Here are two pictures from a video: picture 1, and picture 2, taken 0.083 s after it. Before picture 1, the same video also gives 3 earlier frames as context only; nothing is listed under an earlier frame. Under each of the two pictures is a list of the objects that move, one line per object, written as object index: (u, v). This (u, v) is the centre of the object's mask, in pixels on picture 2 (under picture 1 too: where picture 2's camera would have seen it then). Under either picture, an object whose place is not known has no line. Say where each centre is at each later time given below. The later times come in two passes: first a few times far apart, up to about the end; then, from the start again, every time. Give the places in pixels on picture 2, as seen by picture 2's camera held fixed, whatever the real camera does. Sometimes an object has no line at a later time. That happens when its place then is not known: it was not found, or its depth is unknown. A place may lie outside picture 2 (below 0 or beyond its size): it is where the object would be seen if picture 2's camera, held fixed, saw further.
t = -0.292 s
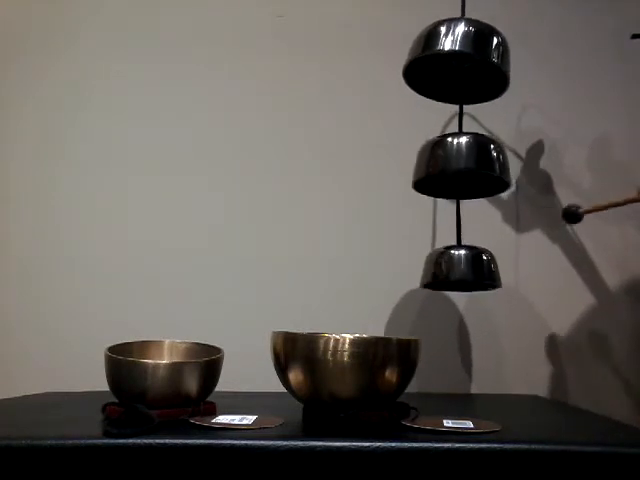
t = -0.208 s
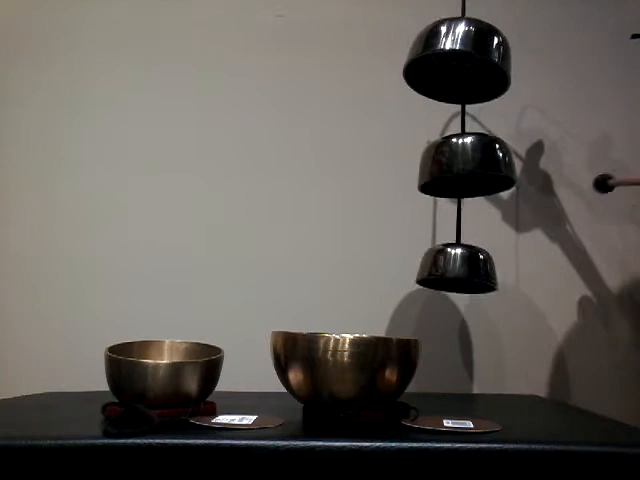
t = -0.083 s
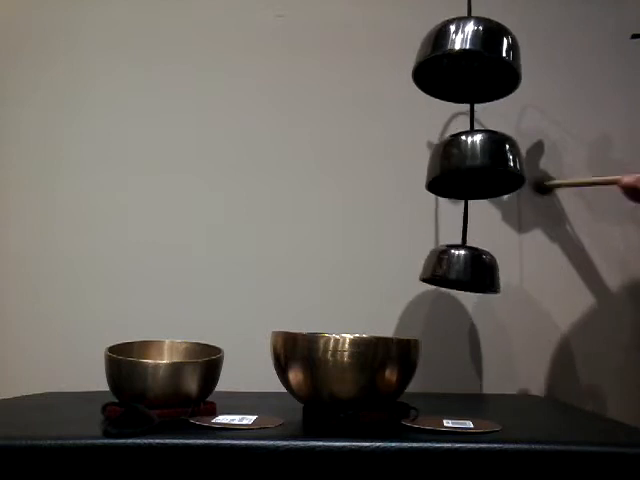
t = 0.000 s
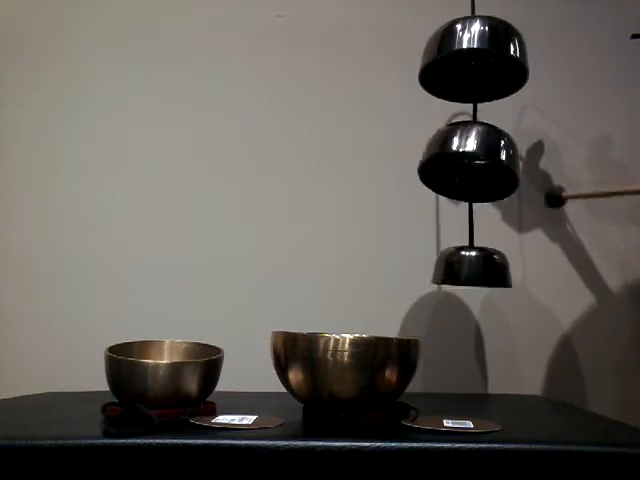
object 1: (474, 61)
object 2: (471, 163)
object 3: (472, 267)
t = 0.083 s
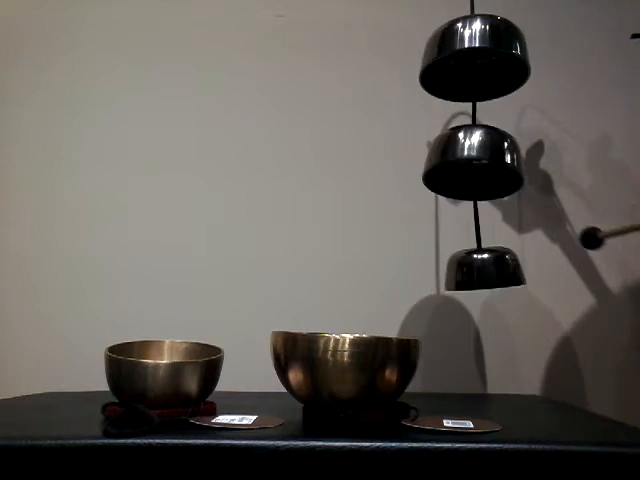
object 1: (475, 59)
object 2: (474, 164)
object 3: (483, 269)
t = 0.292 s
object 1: (470, 62)
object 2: (496, 167)
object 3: (494, 271)
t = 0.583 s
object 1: (479, 64)
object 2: (483, 169)
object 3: (486, 271)
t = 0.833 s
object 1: (463, 64)
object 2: (472, 168)
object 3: (470, 270)
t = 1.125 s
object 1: (468, 60)
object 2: (478, 166)
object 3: (468, 269)
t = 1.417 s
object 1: (477, 63)
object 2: (485, 166)
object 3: (499, 269)
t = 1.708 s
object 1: (474, 65)
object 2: (493, 169)
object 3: (484, 272)
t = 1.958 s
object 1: (465, 63)
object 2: (471, 169)
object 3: (471, 271)
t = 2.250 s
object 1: (470, 62)
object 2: (476, 164)
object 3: (470, 268)
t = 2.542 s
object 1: (473, 61)
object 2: (494, 166)
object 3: (497, 270)
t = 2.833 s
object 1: (475, 66)
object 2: (491, 170)
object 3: (485, 271)
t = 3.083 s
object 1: (465, 63)
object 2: (471, 168)
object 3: (471, 272)
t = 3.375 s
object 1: (467, 62)
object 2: (477, 166)
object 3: (470, 269)
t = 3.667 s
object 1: (475, 61)
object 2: (490, 166)
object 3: (496, 269)
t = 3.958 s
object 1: (476, 66)
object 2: (487, 170)
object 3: (486, 271)
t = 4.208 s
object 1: (465, 62)
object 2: (473, 168)
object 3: (469, 271)
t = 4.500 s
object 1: (469, 62)
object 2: (476, 166)
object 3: (469, 269)
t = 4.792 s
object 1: (477, 60)
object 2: (488, 166)
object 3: (494, 269)
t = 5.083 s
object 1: (476, 65)
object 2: (488, 170)
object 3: (485, 271)
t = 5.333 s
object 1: (468, 63)
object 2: (472, 169)
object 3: (468, 271)
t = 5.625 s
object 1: (470, 62)
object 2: (475, 167)
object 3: (468, 269)
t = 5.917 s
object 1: (478, 60)
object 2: (489, 166)
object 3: (493, 270)
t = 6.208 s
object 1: (478, 65)
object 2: (486, 170)
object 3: (485, 271)
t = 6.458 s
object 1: (469, 63)
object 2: (472, 169)
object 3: (467, 271)
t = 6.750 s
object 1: (470, 61)
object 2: (475, 167)
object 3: (468, 269)
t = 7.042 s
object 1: (479, 60)
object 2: (488, 167)
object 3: (492, 270)
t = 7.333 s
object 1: (477, 65)
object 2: (486, 170)
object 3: (486, 271)
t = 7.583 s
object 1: (469, 63)
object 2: (472, 169)
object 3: (467, 271)
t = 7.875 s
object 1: (470, 62)
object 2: (474, 167)
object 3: (468, 269)
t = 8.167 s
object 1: (478, 61)
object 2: (489, 166)
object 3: (492, 270)
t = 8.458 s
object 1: (477, 65)
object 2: (487, 170)
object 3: (486, 271)
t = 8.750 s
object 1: (468, 63)
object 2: (471, 169)
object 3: (466, 271)
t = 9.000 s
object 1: (469, 62)
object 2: (474, 167)
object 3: (468, 269)
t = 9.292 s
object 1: (477, 61)
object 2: (489, 166)
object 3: (492, 270)
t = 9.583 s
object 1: (477, 65)
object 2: (487, 170)
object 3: (486, 271)
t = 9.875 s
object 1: (467, 63)
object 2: (472, 169)
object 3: (466, 271)
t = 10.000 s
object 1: (466, 62)
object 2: (471, 167)
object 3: (464, 270)
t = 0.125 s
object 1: (473, 59)
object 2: (478, 164)
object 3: (488, 269)
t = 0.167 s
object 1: (470, 59)
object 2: (484, 165)
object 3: (491, 269)
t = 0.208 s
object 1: (468, 60)
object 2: (490, 165)
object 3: (493, 270)
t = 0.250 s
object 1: (468, 60)
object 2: (493, 166)
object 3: (494, 270)
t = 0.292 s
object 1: (470, 62)
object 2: (496, 167)
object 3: (494, 271)
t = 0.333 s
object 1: (474, 63)
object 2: (496, 168)
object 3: (494, 271)
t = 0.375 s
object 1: (478, 65)
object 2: (494, 168)
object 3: (493, 270)
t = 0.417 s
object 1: (481, 66)
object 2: (491, 168)
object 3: (493, 270)
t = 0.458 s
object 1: (483, 66)
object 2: (488, 168)
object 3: (492, 271)
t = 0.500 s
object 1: (483, 65)
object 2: (486, 169)
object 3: (490, 272)
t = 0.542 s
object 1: (482, 64)
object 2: (484, 169)
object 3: (488, 272)
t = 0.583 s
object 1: (479, 64)
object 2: (483, 169)
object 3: (486, 271)
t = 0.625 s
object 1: (474, 64)
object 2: (483, 170)
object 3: (483, 271)
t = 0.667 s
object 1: (469, 62)
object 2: (482, 170)
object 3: (480, 272)
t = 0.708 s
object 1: (465, 62)
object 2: (481, 169)
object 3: (477, 271)
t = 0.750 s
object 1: (463, 62)
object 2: (479, 169)
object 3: (475, 271)
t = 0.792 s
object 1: (462, 63)
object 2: (475, 169)
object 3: (472, 271)
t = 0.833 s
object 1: (463, 64)
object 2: (472, 168)
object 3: (470, 270)
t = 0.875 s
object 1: (465, 65)
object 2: (469, 167)
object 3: (468, 270)
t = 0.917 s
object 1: (467, 65)
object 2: (467, 166)
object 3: (466, 269)
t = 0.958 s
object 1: (469, 64)
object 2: (467, 166)
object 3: (465, 269)
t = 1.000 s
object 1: (470, 63)
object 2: (468, 166)
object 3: (464, 269)
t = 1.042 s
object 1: (470, 62)
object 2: (471, 166)
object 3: (464, 269)
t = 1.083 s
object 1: (470, 61)
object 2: (474, 166)
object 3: (465, 269)
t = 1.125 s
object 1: (468, 60)
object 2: (478, 166)
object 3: (468, 269)
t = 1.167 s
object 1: (468, 59)
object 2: (482, 165)
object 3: (473, 270)
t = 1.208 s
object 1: (468, 58)
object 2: (487, 164)
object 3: (478, 270)
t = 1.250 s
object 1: (469, 59)
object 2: (488, 164)
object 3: (484, 269)
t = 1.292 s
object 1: (471, 60)
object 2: (488, 164)
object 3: (490, 271)
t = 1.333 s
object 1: (473, 61)
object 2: (485, 165)
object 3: (494, 271)
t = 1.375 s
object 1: (475, 62)
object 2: (485, 165)
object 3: (498, 270)
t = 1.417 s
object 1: (477, 63)
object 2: (485, 166)
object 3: (499, 269)
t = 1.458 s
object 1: (478, 64)
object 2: (487, 168)
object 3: (499, 269)
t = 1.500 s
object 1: (478, 64)
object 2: (490, 169)
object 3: (498, 270)
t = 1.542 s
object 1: (477, 65)
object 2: (492, 169)
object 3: (495, 271)
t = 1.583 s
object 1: (476, 65)
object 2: (493, 169)
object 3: (492, 271)
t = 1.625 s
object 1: (476, 65)
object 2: (493, 169)
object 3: (489, 271)
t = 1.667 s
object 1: (475, 65)
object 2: (492, 169)
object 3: (486, 271)
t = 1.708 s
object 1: (474, 65)
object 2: (493, 169)
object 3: (484, 272)
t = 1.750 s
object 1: (474, 65)
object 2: (485, 169)
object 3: (482, 273)
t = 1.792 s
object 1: (473, 65)
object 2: (480, 169)
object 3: (481, 273)
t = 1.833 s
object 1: (471, 65)
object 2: (476, 168)
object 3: (479, 273)
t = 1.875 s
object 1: (469, 64)
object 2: (473, 168)
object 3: (477, 273)
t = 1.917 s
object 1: (467, 63)
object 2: (471, 169)
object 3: (475, 271)
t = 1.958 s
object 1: (465, 63)
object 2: (471, 169)
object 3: (471, 271)
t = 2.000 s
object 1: (463, 63)
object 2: (471, 169)
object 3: (469, 270)
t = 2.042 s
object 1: (462, 63)
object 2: (471, 168)
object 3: (466, 270)
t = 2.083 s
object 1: (463, 63)
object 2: (472, 168)
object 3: (465, 270)
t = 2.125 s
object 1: (464, 63)
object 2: (473, 167)
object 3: (464, 269)
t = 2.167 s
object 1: (466, 63)
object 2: (474, 166)
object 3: (465, 269)
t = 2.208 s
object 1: (468, 63)
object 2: (475, 165)
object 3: (467, 269)
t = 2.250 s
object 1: (470, 62)
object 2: (476, 164)
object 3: (470, 268)
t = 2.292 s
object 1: (471, 62)
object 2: (477, 164)
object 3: (474, 268)
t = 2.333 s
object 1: (472, 61)
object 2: (479, 164)
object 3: (479, 269)
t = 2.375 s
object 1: (472, 60)
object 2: (482, 165)
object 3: (484, 269)
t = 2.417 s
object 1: (472, 59)
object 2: (485, 165)
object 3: (488, 269)
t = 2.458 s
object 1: (472, 59)
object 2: (487, 166)
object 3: (492, 270)
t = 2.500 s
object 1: (472, 60)
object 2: (493, 166)
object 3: (495, 270)
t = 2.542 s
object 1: (473, 61)
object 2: (494, 166)
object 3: (497, 270)
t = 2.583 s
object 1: (474, 62)
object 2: (495, 167)
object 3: (498, 270)
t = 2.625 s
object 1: (476, 64)
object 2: (495, 168)
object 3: (498, 269)
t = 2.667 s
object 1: (477, 65)
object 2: (491, 168)
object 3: (497, 270)
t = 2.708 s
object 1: (478, 66)
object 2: (494, 168)
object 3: (495, 270)
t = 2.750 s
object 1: (478, 66)
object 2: (493, 169)
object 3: (492, 270)
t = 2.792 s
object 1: (477, 66)
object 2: (492, 169)
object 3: (488, 271)
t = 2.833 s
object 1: (475, 66)
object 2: (491, 170)
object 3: (485, 271)
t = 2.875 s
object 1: (473, 65)
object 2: (486, 170)
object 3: (483, 271)
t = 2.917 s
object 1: (471, 65)
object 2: (487, 169)
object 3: (480, 271)
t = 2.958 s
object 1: (469, 64)
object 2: (484, 169)
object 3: (478, 271)
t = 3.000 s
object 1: (467, 63)
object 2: (480, 169)
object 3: (476, 272)
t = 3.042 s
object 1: (466, 63)
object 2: (473, 169)
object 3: (474, 272)
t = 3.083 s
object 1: (465, 63)
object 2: (471, 168)
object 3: (471, 272)
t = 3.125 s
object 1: (465, 63)
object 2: (470, 167)
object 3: (469, 270)
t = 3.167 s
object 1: (465, 63)
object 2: (470, 167)
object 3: (467, 270)
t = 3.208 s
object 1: (465, 63)
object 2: (470, 167)
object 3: (465, 270)
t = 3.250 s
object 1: (465, 63)
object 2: (472, 167)
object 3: (465, 270)
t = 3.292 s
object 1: (465, 63)
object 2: (473, 166)
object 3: (465, 269)
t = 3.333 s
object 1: (466, 62)
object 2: (476, 166)
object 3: (467, 269)
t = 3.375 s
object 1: (467, 62)
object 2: (477, 166)
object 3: (470, 269)
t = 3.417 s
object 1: (469, 61)
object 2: (479, 165)
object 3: (473, 269)
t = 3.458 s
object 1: (470, 61)
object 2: (480, 165)
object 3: (478, 269)
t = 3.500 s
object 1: (472, 60)
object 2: (482, 165)
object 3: (483, 269)
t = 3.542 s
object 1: (473, 60)
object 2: (484, 165)
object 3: (487, 269)
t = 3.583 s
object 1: (474, 61)
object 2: (485, 165)
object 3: (491, 270)
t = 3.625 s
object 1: (474, 61)
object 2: (488, 165)
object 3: (494, 270)
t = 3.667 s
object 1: (475, 61)
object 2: (490, 166)
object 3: (496, 269)
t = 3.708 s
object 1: (475, 62)
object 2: (491, 167)
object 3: (497, 270)
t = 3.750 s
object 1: (476, 63)
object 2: (492, 167)
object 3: (497, 270)
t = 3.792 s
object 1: (476, 64)
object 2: (492, 168)
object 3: (496, 271)
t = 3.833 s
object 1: (477, 64)
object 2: (492, 169)
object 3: (494, 271)
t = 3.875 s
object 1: (477, 65)
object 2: (491, 169)
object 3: (492, 271)
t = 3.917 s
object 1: (477, 66)
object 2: (489, 170)
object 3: (489, 271)
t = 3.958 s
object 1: (476, 66)
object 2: (487, 170)
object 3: (486, 271)
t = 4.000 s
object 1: (475, 66)
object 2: (485, 170)
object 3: (483, 271)
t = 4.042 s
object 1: (473, 66)
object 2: (482, 170)
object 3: (480, 271)
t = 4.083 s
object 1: (470, 65)
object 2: (480, 169)
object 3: (477, 271)
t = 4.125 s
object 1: (468, 64)
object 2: (477, 169)
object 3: (474, 271)
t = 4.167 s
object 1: (466, 63)
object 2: (475, 169)
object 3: (471, 271)
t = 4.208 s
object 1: (465, 62)
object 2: (473, 168)
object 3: (469, 271)
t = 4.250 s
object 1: (465, 62)
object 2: (471, 168)
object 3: (467, 271)
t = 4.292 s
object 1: (465, 62)
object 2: (470, 168)
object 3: (465, 270)
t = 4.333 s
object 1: (465, 62)
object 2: (470, 167)
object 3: (464, 270)
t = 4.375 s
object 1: (466, 63)
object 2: (471, 167)
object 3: (464, 270)
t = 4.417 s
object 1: (467, 63)
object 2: (472, 167)
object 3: (465, 269)
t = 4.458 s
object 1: (468, 63)
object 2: (474, 166)
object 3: (466, 269)
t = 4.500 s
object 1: (469, 62)
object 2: (476, 166)
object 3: (469, 269)
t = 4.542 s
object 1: (470, 62)
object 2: (479, 166)
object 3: (472, 269)
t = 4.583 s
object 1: (470, 61)
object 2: (481, 165)
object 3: (476, 269)
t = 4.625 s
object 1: (472, 60)
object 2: (483, 166)
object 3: (481, 270)
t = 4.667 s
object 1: (473, 60)
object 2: (488, 166)
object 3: (485, 270)
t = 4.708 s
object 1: (474, 60)
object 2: (486, 166)
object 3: (489, 269)
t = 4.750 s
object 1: (476, 60)
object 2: (487, 166)
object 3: (492, 269)
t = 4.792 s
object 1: (477, 60)
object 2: (488, 166)
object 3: (494, 269)
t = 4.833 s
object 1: (478, 61)
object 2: (489, 167)
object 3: (495, 269)
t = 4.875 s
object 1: (478, 62)
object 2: (490, 168)
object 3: (495, 270)
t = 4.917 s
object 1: (478, 63)
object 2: (491, 168)
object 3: (495, 270)
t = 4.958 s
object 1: (478, 64)
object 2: (491, 169)
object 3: (493, 271)
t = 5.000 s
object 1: (477, 65)
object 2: (491, 169)
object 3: (490, 271)
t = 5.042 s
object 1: (477, 65)
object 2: (490, 170)
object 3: (488, 271)
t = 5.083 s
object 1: (476, 65)
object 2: (488, 170)
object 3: (485, 271)
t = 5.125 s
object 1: (475, 65)
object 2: (485, 170)
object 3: (482, 272)
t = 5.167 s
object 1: (474, 65)
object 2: (482, 170)
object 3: (479, 271)
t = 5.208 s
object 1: (473, 65)
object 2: (479, 170)
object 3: (476, 271)
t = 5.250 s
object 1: (471, 64)
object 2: (476, 170)
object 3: (473, 271)
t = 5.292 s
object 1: (470, 64)
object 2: (473, 169)
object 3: (470, 271)
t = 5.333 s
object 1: (468, 63)
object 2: (472, 169)
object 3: (468, 271)
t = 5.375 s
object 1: (467, 62)
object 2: (471, 168)
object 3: (466, 270)
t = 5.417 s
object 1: (466, 62)
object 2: (471, 168)
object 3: (464, 270)
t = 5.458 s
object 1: (466, 62)
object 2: (471, 168)
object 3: (463, 270)
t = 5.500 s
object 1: (466, 62)
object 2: (471, 167)
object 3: (463, 270)
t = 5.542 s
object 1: (467, 62)
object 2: (472, 167)
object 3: (464, 270)
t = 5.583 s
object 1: (469, 62)
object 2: (473, 167)
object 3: (465, 269)
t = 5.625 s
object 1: (470, 62)
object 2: (475, 167)
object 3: (468, 269)
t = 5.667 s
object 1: (472, 61)
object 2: (477, 166)
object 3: (471, 269)
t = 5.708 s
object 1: (473, 61)
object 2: (479, 166)
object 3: (475, 269)
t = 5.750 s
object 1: (474, 61)
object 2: (481, 166)
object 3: (480, 269)
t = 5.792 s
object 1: (475, 60)
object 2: (483, 166)
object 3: (483, 269)
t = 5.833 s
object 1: (476, 60)
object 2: (486, 166)
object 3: (487, 270)
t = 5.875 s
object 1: (477, 60)
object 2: (487, 166)
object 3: (490, 270)
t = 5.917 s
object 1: (478, 60)
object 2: (489, 166)
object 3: (493, 270)
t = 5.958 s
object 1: (478, 61)
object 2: (490, 167)
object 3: (494, 270)
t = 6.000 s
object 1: (479, 62)
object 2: (490, 167)
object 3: (495, 270)
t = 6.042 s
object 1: (480, 63)
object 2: (490, 168)
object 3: (494, 270)
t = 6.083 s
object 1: (480, 64)
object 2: (490, 169)
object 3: (493, 271)
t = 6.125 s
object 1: (479, 65)
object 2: (489, 170)
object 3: (491, 271)
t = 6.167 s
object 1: (479, 65)
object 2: (488, 170)
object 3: (488, 271)
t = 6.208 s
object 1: (478, 65)
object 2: (486, 170)
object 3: (485, 271)
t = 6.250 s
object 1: (477, 65)
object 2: (484, 170)
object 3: (481, 272)
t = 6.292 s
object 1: (475, 65)
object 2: (482, 170)
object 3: (478, 272)
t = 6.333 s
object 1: (473, 65)
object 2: (479, 170)
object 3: (475, 271)
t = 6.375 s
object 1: (472, 64)
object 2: (477, 170)
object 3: (472, 271)
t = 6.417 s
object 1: (470, 63)
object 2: (474, 169)
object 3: (469, 271)
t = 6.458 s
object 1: (469, 63)
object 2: (472, 169)
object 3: (467, 271)
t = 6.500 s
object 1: (468, 62)
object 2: (470, 169)
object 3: (465, 271)
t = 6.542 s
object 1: (468, 62)
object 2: (470, 168)
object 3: (464, 270)
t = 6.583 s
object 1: (468, 62)
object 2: (469, 168)
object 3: (463, 270)
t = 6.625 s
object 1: (468, 62)
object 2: (470, 168)
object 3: (463, 270)
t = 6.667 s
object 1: (468, 62)
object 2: (471, 167)
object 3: (464, 270)
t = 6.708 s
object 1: (469, 62)
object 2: (473, 167)
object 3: (465, 269)
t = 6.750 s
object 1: (470, 61)
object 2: (475, 167)
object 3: (468, 269)
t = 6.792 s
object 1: (471, 61)
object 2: (477, 167)
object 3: (471, 269)
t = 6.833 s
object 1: (473, 61)
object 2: (479, 166)
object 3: (474, 269)
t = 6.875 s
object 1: (474, 61)
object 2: (481, 166)
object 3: (479, 270)
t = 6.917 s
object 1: (476, 60)
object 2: (483, 166)
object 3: (483, 270)
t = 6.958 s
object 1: (477, 60)
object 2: (485, 166)
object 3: (487, 270)
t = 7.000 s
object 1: (478, 60)
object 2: (487, 166)
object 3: (490, 270)
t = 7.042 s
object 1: (479, 60)
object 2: (488, 167)
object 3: (492, 270)
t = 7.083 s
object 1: (479, 61)
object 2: (489, 167)
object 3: (494, 270)
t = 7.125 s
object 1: (479, 62)
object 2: (490, 167)
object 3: (495, 270)
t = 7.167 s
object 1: (479, 62)
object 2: (490, 168)
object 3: (495, 270)
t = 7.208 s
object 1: (479, 63)
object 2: (490, 169)
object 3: (493, 271)
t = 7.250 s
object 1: (479, 64)
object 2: (489, 169)
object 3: (491, 271)
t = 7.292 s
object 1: (478, 65)
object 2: (488, 170)
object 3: (488, 271)
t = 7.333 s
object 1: (477, 65)
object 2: (486, 170)
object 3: (486, 271)
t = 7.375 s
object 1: (477, 65)
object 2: (484, 170)
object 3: (482, 272)
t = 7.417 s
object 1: (475, 65)
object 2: (482, 170)
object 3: (479, 272)
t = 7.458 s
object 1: (474, 65)
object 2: (479, 170)
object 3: (475, 271)
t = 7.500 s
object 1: (472, 64)
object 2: (477, 170)
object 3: (472, 271)
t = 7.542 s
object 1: (471, 64)
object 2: (474, 170)
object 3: (470, 271)
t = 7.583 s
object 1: (469, 63)
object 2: (472, 169)
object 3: (467, 271)
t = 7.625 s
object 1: (468, 62)
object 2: (471, 169)
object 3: (466, 271)
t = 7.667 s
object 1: (467, 62)
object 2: (470, 168)
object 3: (464, 271)
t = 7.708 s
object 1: (467, 62)
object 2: (470, 168)
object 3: (464, 270)
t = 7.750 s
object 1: (467, 62)
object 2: (470, 168)
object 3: (464, 270)
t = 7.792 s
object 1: (468, 62)
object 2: (471, 167)
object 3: (465, 270)
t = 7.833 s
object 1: (469, 62)
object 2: (472, 167)
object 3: (466, 269)
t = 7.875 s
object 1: (470, 62)
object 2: (474, 167)
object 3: (468, 269)
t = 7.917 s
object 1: (471, 61)
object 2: (476, 166)
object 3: (471, 269)
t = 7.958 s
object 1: (472, 61)
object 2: (479, 166)
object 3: (475, 269)
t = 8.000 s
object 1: (474, 61)
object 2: (481, 166)
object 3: (478, 270)
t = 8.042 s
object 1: (475, 60)
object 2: (484, 166)
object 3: (482, 270)
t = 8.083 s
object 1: (476, 60)
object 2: (486, 166)
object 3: (486, 270)
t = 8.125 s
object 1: (477, 60)
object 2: (487, 166)
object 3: (490, 270)
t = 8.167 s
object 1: (478, 61)
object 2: (489, 166)
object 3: (492, 270)
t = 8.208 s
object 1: (479, 61)
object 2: (490, 167)
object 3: (494, 270)
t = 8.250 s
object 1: (479, 62)
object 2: (490, 167)
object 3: (495, 270)
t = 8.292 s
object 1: (479, 62)
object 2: (490, 168)
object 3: (495, 270)
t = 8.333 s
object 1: (479, 63)
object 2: (490, 169)
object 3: (494, 271)
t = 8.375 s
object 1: (478, 64)
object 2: (489, 169)
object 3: (492, 271)
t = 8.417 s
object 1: (478, 65)
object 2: (488, 169)
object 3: (489, 271)
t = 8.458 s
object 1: (477, 65)
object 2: (487, 170)
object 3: (486, 271)
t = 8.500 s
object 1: (476, 65)
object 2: (485, 170)
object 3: (482, 271)
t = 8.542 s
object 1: (475, 65)
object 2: (483, 170)
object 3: (479, 272)
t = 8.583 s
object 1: (473, 65)
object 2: (480, 170)
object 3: (475, 272)
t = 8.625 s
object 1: (472, 65)
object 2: (477, 170)
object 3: (472, 271)
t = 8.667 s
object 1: (471, 64)
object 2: (475, 170)
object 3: (469, 271)
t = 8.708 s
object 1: (469, 63)
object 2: (473, 169)
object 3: (467, 271)
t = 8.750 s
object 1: (468, 63)
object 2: (471, 169)
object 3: (466, 271)
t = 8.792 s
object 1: (467, 62)
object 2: (470, 168)
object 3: (464, 271)
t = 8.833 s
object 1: (467, 62)
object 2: (470, 168)
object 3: (464, 270)
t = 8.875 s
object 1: (467, 62)
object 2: (470, 168)
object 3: (464, 270)
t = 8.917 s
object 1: (467, 62)
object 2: (471, 167)
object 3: (465, 270)
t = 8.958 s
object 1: (468, 62)
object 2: (473, 167)
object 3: (466, 270)
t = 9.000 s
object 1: (469, 62)
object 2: (474, 167)
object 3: (468, 269)
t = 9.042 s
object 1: (470, 62)
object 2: (476, 166)
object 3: (471, 269)
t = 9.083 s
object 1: (472, 61)
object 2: (479, 166)
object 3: (474, 269)
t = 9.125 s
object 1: (473, 61)
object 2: (481, 166)
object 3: (478, 270)
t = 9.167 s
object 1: (475, 61)
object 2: (484, 166)
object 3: (482, 270)
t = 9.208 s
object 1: (476, 61)
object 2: (486, 166)
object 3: (486, 270)
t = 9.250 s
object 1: (477, 60)
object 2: (488, 166)
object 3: (489, 270)
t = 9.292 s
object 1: (477, 61)
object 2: (489, 166)
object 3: (492, 270)
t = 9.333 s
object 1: (478, 61)
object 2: (490, 167)
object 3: (494, 270)
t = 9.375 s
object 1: (478, 61)
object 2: (491, 167)
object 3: (495, 270)
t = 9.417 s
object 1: (478, 62)
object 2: (491, 168)
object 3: (495, 270)
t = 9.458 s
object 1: (478, 63)
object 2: (491, 168)
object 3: (494, 270)
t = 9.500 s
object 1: (478, 64)
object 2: (490, 169)
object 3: (492, 271)
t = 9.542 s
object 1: (477, 64)
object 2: (489, 169)
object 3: (490, 271)
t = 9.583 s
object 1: (477, 65)
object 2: (487, 170)
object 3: (486, 271)
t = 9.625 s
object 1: (475, 65)
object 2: (485, 170)
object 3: (483, 271)
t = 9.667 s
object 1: (474, 65)
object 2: (483, 170)
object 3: (479, 271)
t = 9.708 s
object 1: (473, 65)
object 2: (481, 170)
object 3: (476, 271)
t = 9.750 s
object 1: (471, 65)
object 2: (478, 170)
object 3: (473, 271)
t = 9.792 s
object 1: (470, 64)
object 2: (476, 169)
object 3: (470, 271)
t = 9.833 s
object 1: (468, 64)
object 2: (474, 169)
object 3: (468, 271)
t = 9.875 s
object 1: (467, 63)
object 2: (472, 169)
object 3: (466, 271)
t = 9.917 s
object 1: (466, 63)
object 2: (471, 168)
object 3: (465, 270)
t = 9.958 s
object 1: (466, 62)
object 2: (471, 168)
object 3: (464, 270)
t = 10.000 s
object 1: (466, 62)
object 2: (471, 167)
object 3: (464, 270)
